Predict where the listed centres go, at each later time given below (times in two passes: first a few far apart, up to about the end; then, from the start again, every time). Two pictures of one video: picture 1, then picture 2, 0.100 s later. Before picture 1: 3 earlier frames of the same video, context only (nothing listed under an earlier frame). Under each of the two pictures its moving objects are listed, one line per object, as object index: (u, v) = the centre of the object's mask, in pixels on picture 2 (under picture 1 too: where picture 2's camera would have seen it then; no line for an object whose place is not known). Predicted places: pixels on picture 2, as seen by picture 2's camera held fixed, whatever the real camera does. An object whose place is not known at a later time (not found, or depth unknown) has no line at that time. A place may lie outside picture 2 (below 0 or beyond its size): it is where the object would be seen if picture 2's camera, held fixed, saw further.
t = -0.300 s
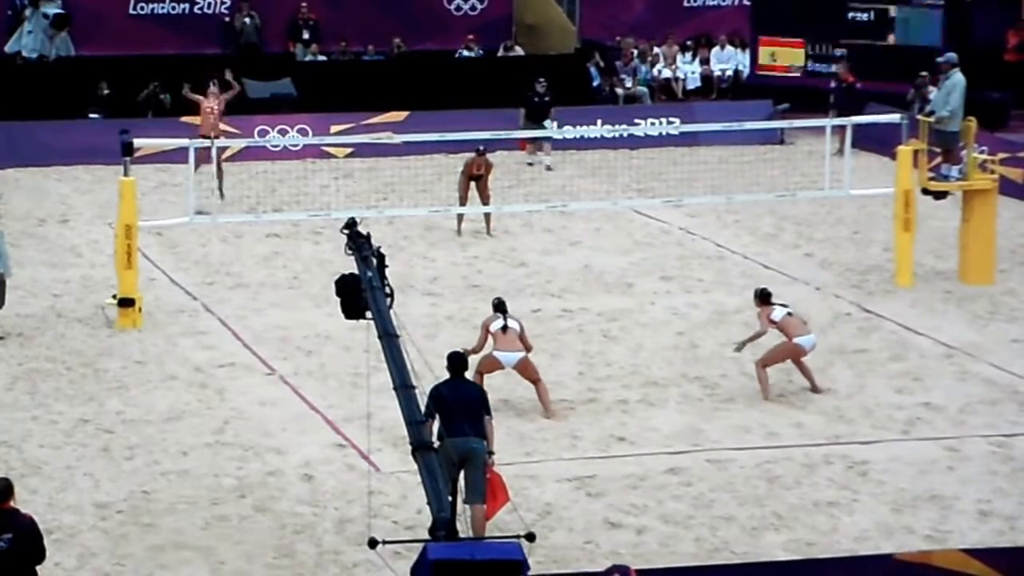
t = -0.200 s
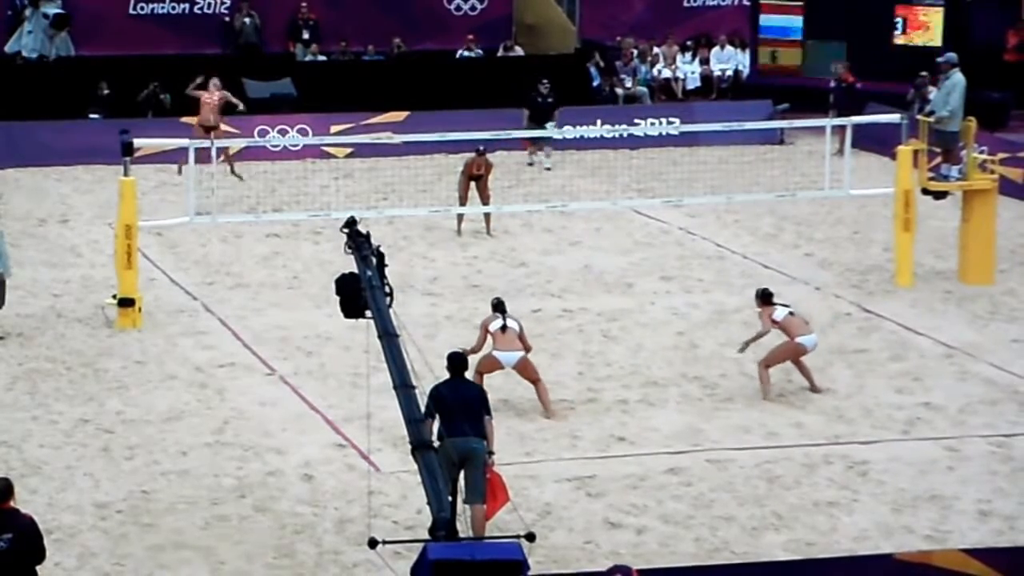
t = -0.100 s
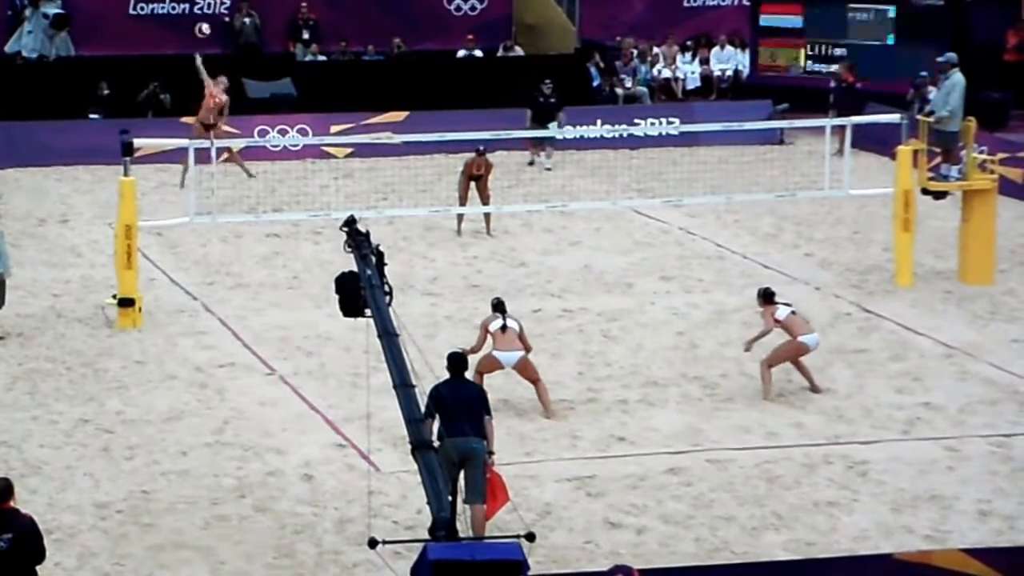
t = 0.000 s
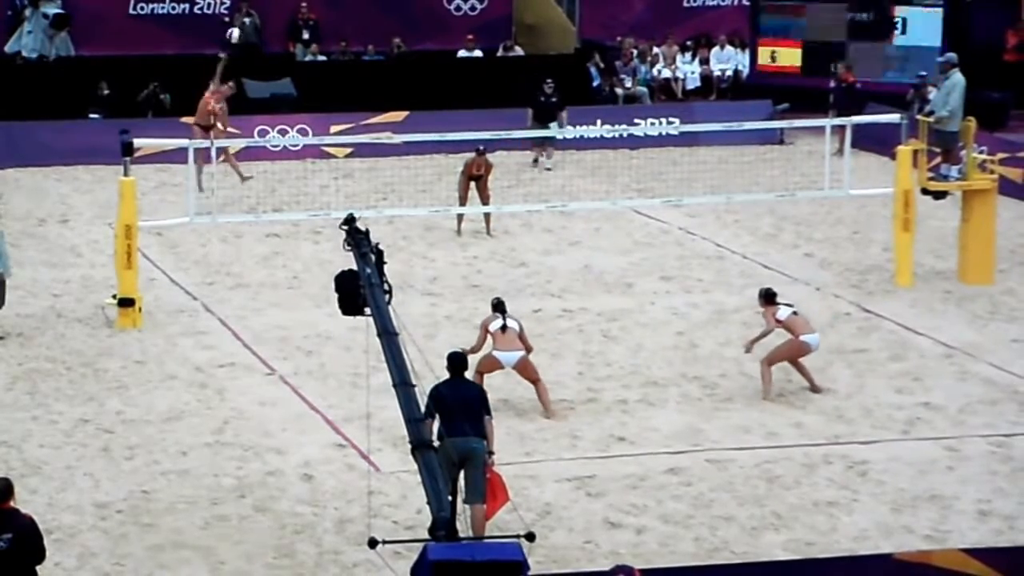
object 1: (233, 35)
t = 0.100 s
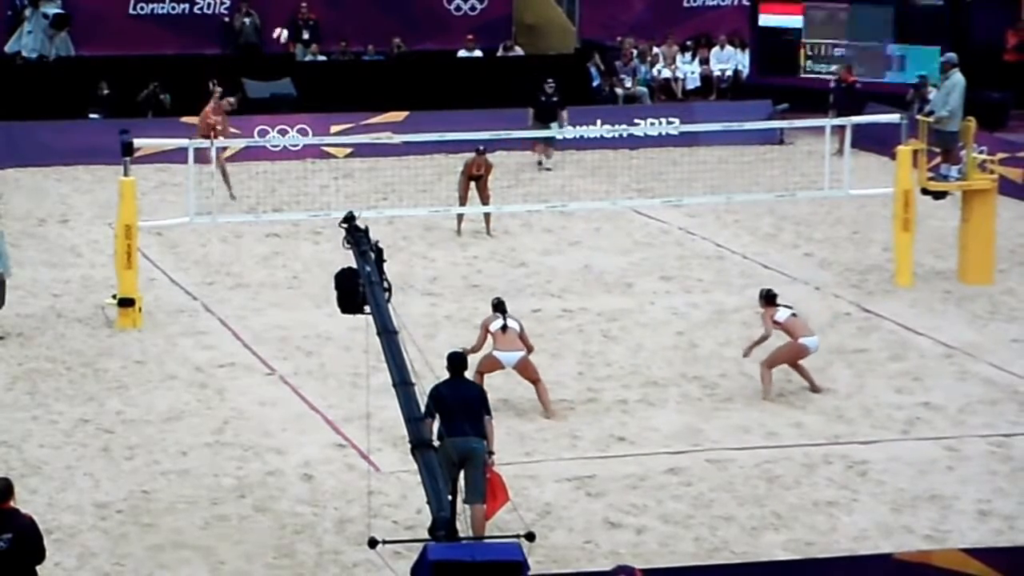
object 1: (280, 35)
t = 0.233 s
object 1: (348, 53)
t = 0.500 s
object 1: (503, 156)
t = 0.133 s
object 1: (297, 37)
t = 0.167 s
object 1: (311, 41)
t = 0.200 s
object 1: (330, 47)
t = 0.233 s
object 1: (348, 53)
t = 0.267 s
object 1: (366, 61)
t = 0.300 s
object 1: (384, 71)
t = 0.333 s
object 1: (402, 81)
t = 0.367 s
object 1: (422, 94)
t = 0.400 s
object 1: (441, 107)
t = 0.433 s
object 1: (462, 122)
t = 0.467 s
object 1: (481, 139)
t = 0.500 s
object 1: (503, 156)
